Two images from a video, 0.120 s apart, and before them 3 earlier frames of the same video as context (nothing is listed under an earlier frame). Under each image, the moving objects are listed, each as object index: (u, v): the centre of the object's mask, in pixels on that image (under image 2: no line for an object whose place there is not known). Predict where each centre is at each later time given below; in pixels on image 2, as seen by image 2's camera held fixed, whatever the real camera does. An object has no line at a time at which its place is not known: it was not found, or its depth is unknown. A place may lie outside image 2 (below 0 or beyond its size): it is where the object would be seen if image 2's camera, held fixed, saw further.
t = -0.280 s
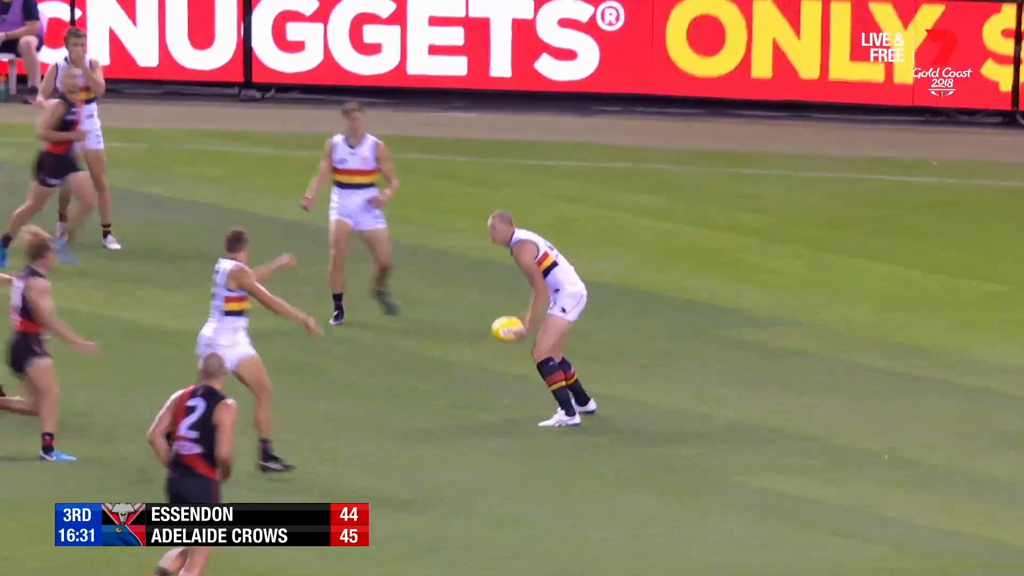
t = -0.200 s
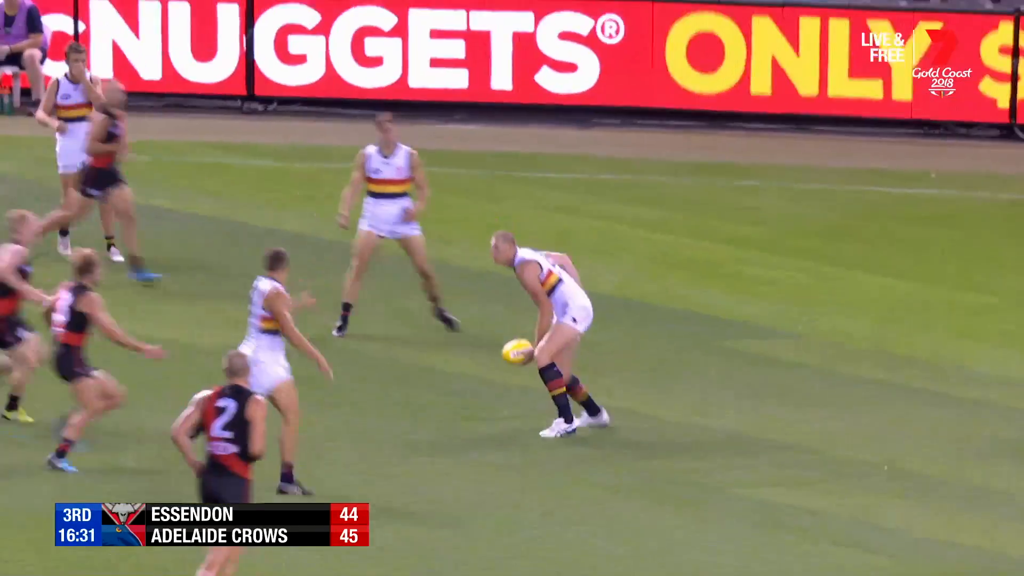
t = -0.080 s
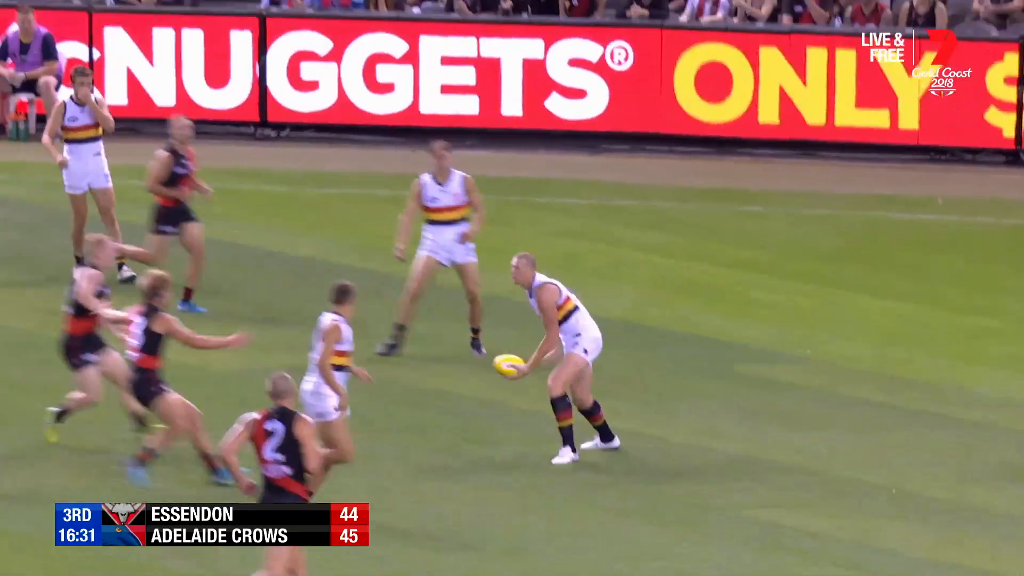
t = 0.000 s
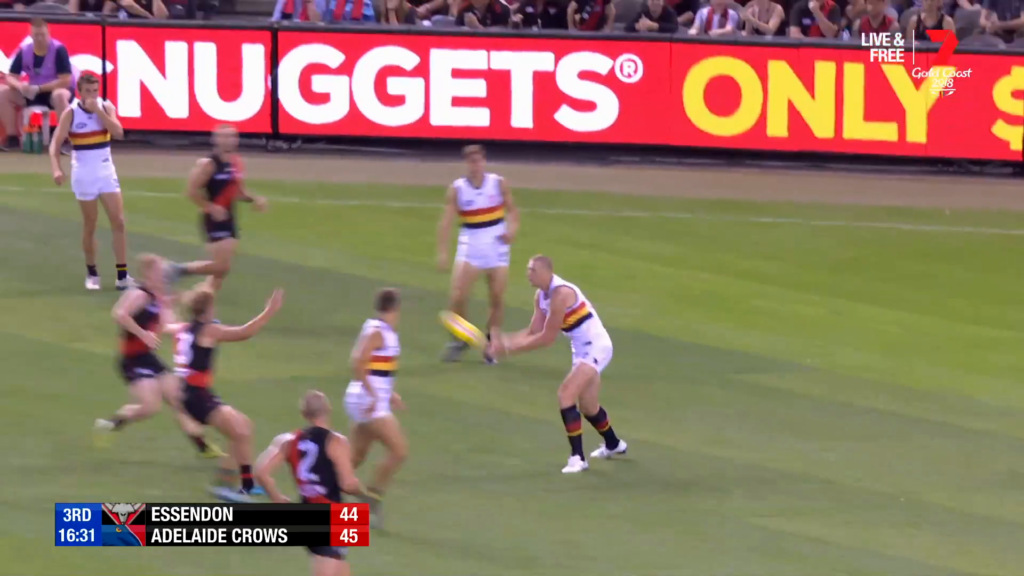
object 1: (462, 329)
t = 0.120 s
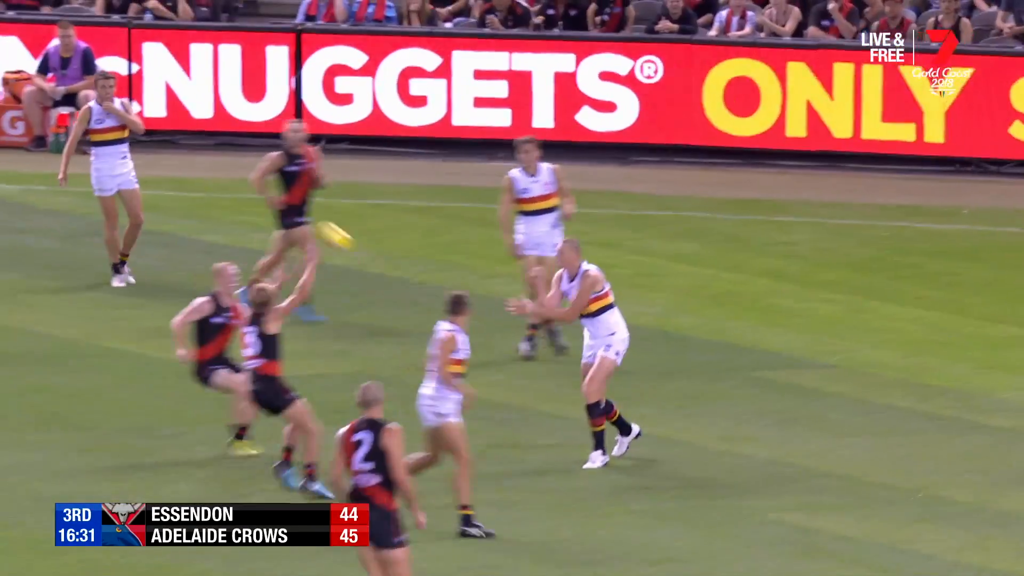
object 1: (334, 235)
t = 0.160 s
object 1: (289, 210)
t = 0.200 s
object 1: (241, 186)
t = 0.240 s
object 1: (192, 163)
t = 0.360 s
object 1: (37, 104)
